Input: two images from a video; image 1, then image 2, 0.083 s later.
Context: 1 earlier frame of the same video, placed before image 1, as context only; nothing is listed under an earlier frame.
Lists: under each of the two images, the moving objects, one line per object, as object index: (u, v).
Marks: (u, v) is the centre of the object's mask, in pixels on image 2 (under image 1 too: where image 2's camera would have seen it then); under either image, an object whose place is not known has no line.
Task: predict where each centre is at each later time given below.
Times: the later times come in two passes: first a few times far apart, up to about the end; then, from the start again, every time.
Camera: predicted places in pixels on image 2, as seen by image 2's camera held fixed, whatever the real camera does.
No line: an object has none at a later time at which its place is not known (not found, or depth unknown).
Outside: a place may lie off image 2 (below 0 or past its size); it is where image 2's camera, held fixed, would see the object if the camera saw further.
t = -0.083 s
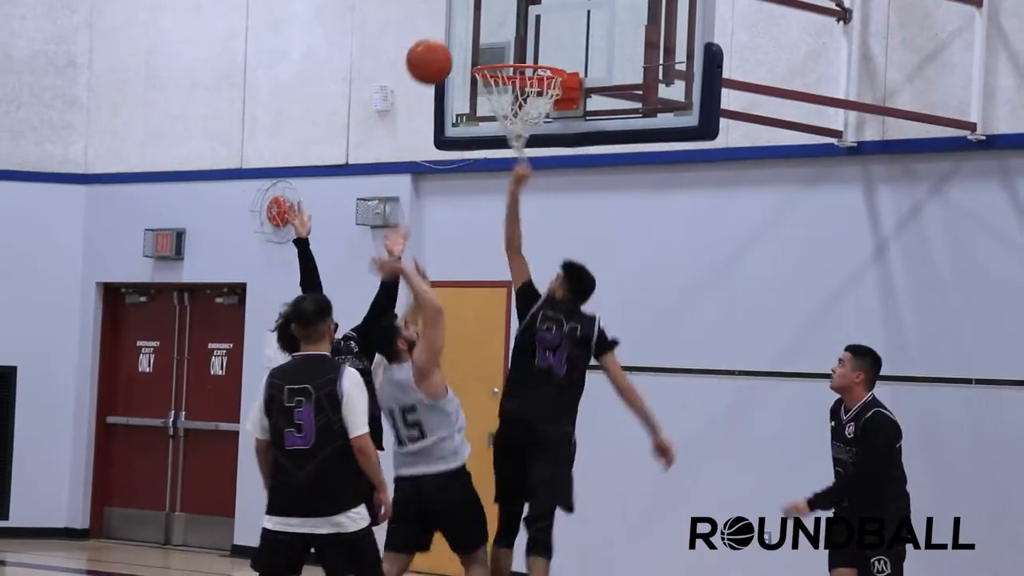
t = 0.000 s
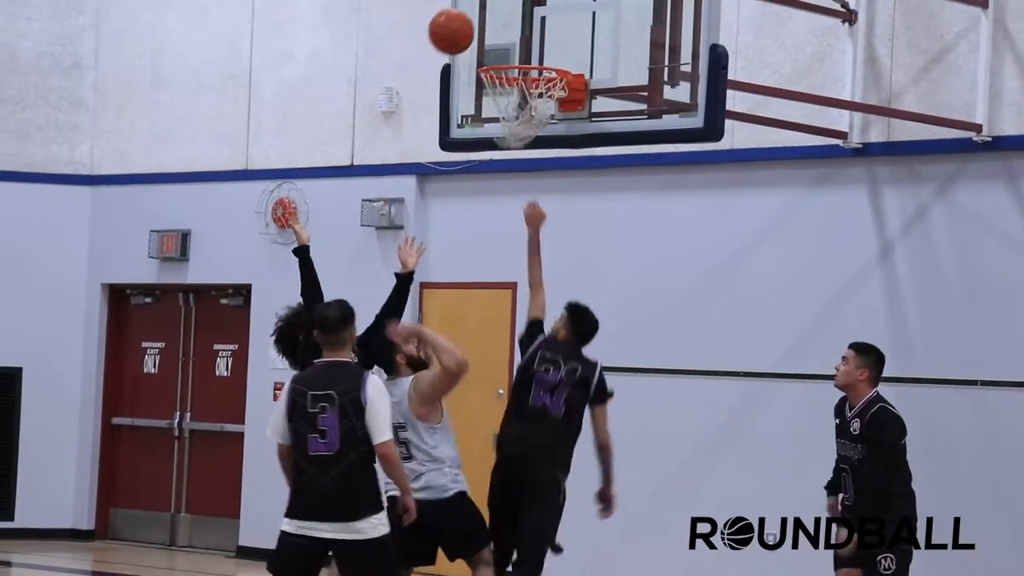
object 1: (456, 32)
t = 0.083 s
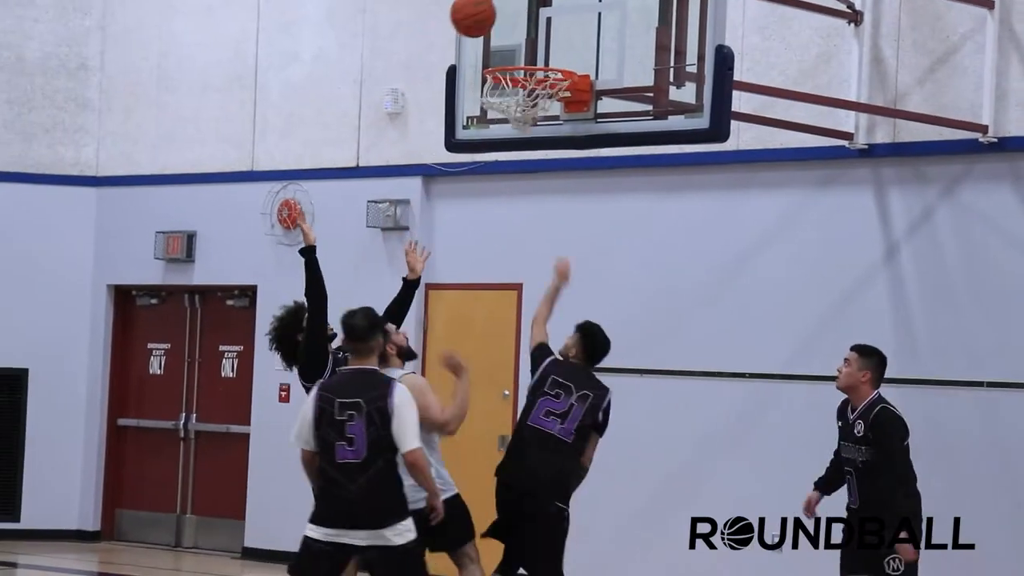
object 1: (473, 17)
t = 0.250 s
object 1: (503, 16)
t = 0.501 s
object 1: (542, 48)
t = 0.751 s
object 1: (536, 33)
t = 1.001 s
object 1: (520, 47)
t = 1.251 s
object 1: (519, 114)
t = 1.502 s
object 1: (525, 256)
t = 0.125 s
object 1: (481, 13)
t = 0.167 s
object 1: (489, 12)
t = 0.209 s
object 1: (496, 12)
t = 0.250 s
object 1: (503, 16)
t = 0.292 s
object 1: (510, 26)
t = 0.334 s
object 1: (517, 37)
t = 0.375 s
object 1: (524, 49)
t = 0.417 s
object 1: (530, 52)
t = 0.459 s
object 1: (536, 49)
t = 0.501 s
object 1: (542, 48)
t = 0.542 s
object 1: (548, 49)
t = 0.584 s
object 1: (551, 50)
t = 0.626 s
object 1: (547, 43)
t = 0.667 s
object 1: (543, 37)
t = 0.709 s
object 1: (540, 33)
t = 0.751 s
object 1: (536, 33)
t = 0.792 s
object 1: (531, 36)
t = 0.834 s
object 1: (526, 43)
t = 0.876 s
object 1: (523, 47)
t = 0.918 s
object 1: (522, 45)
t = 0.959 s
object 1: (522, 45)
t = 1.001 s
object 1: (520, 47)
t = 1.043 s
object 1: (520, 51)
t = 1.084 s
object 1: (519, 54)
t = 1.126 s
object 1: (519, 73)
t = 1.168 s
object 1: (519, 82)
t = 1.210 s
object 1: (519, 97)
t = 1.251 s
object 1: (519, 114)
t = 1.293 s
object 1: (519, 133)
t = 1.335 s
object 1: (520, 154)
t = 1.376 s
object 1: (522, 175)
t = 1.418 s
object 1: (523, 198)
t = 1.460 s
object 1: (524, 226)
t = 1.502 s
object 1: (525, 256)
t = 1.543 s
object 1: (527, 289)
